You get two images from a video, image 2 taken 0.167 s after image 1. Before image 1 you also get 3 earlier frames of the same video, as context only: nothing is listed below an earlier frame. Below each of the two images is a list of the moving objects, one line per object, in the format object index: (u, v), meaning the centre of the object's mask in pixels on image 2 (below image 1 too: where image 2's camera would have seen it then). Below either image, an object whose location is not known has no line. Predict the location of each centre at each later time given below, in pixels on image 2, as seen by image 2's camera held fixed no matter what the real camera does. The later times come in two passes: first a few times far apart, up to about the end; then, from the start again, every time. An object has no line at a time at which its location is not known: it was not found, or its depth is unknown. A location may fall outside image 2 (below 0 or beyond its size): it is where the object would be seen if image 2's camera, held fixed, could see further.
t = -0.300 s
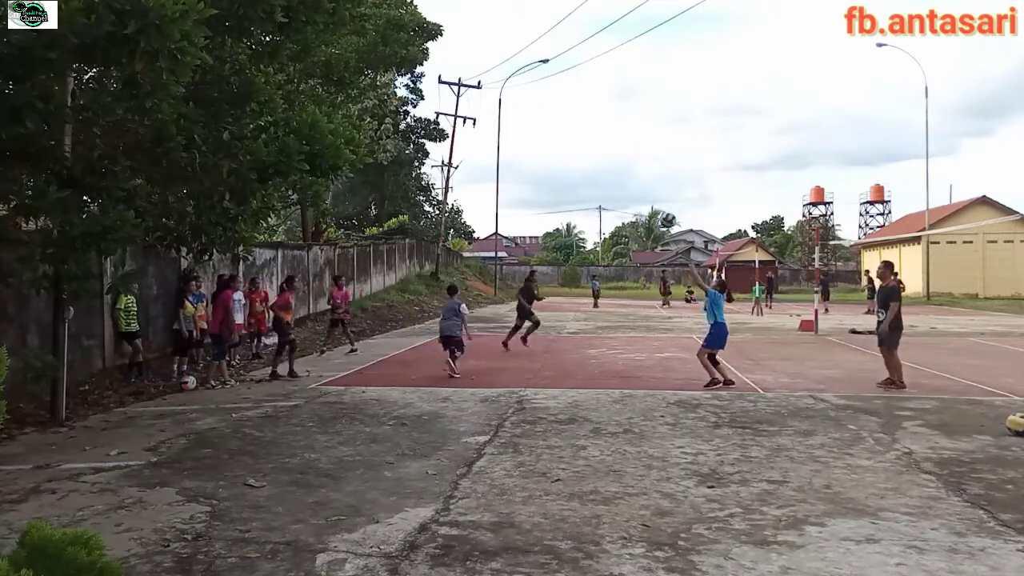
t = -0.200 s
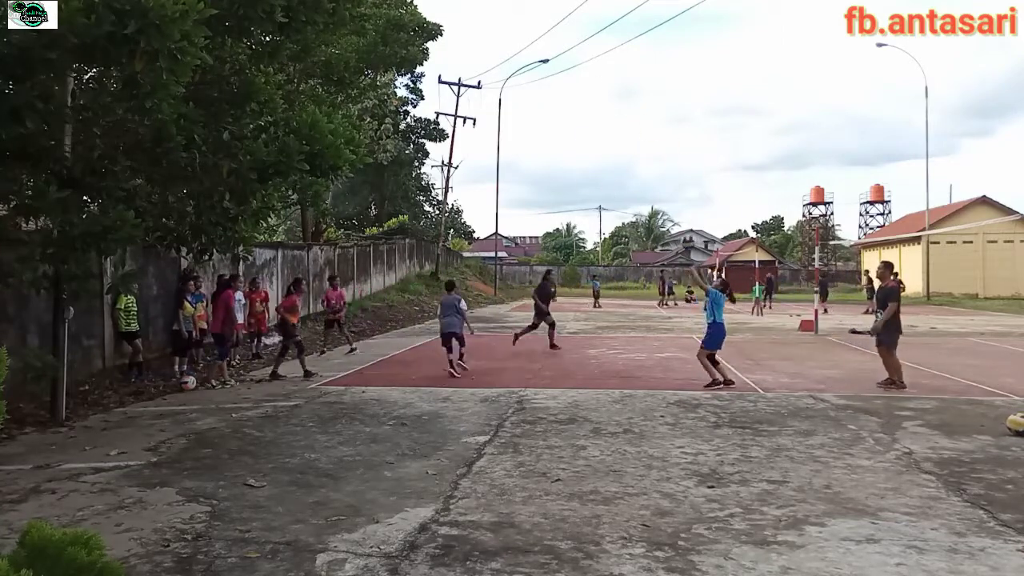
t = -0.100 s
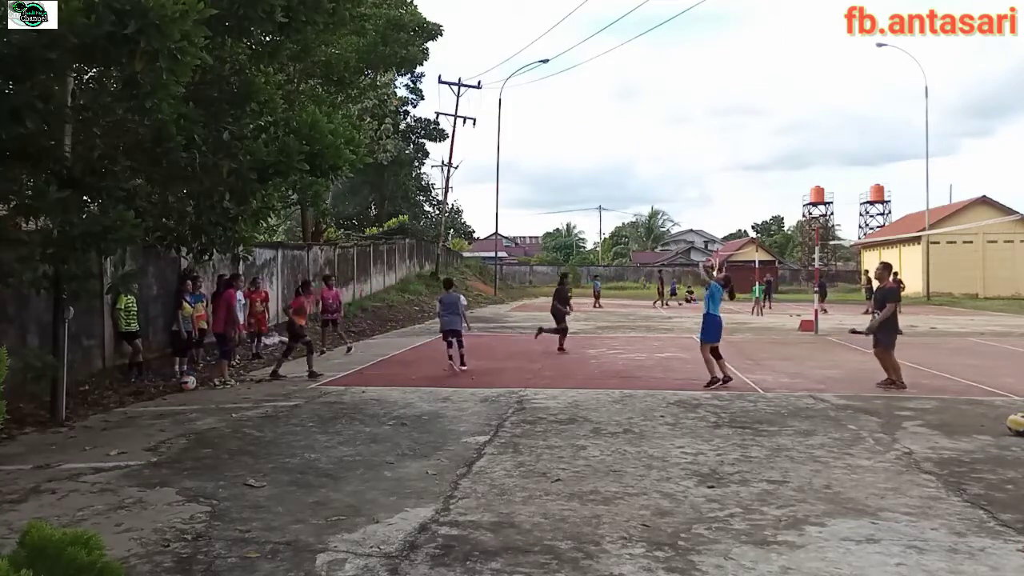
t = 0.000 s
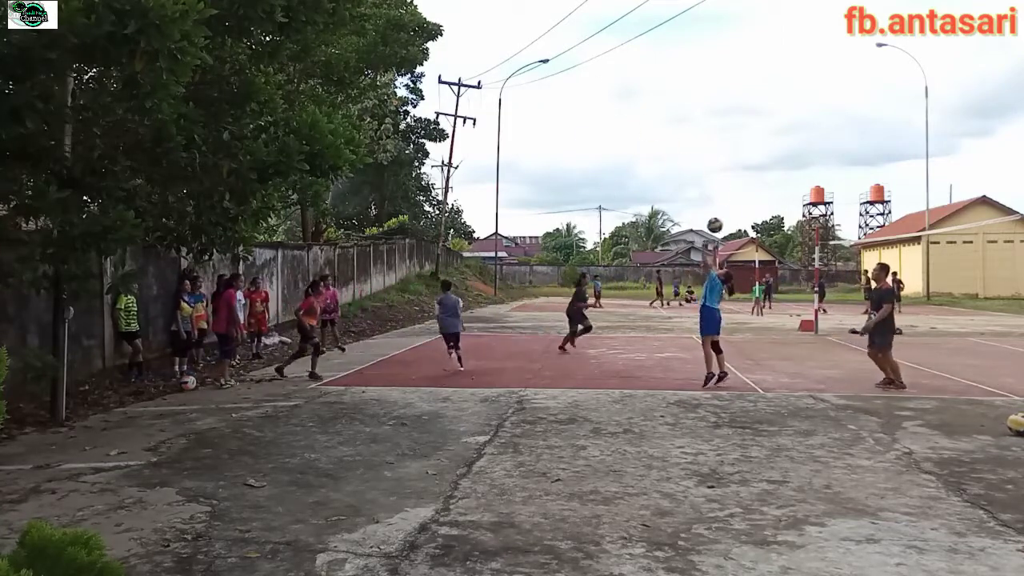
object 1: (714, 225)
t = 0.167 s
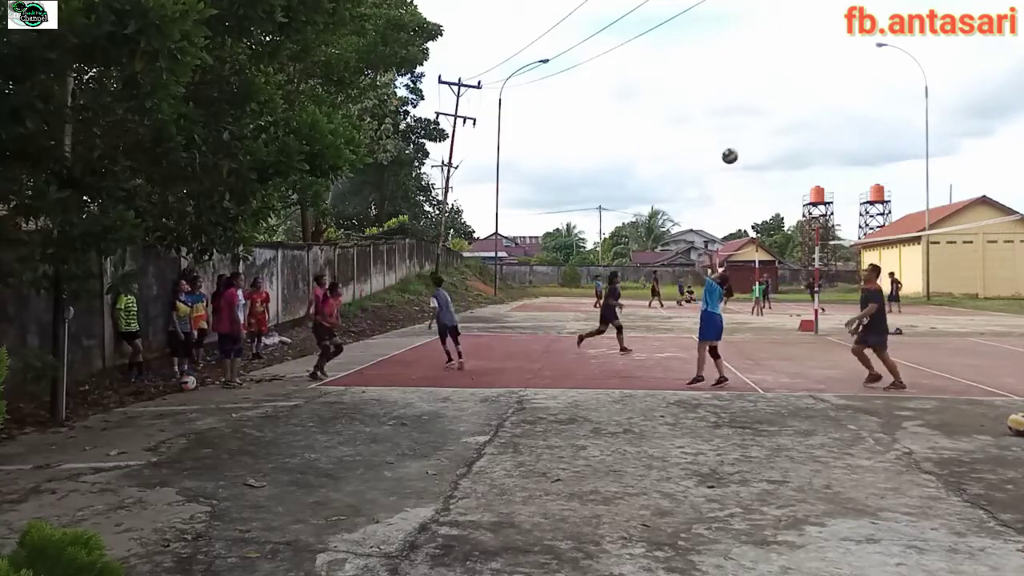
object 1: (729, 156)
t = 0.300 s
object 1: (742, 116)
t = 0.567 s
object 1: (767, 79)
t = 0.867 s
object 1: (794, 98)
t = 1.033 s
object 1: (808, 137)
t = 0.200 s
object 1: (733, 145)
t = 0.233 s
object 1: (736, 134)
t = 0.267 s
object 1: (739, 125)
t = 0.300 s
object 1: (742, 116)
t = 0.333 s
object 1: (745, 109)
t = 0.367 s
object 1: (748, 102)
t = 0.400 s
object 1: (751, 96)
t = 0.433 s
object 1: (754, 91)
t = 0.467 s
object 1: (758, 87)
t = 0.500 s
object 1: (760, 83)
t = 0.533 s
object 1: (764, 81)
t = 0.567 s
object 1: (767, 79)
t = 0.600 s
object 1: (770, 78)
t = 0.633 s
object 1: (773, 78)
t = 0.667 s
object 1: (776, 78)
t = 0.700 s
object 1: (779, 79)
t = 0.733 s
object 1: (782, 82)
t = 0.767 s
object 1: (785, 85)
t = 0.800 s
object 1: (788, 88)
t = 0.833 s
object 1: (791, 93)
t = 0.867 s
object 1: (794, 98)
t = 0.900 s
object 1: (797, 105)
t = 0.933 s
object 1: (800, 112)
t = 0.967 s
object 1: (803, 119)
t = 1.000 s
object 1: (806, 128)
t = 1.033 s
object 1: (808, 137)
